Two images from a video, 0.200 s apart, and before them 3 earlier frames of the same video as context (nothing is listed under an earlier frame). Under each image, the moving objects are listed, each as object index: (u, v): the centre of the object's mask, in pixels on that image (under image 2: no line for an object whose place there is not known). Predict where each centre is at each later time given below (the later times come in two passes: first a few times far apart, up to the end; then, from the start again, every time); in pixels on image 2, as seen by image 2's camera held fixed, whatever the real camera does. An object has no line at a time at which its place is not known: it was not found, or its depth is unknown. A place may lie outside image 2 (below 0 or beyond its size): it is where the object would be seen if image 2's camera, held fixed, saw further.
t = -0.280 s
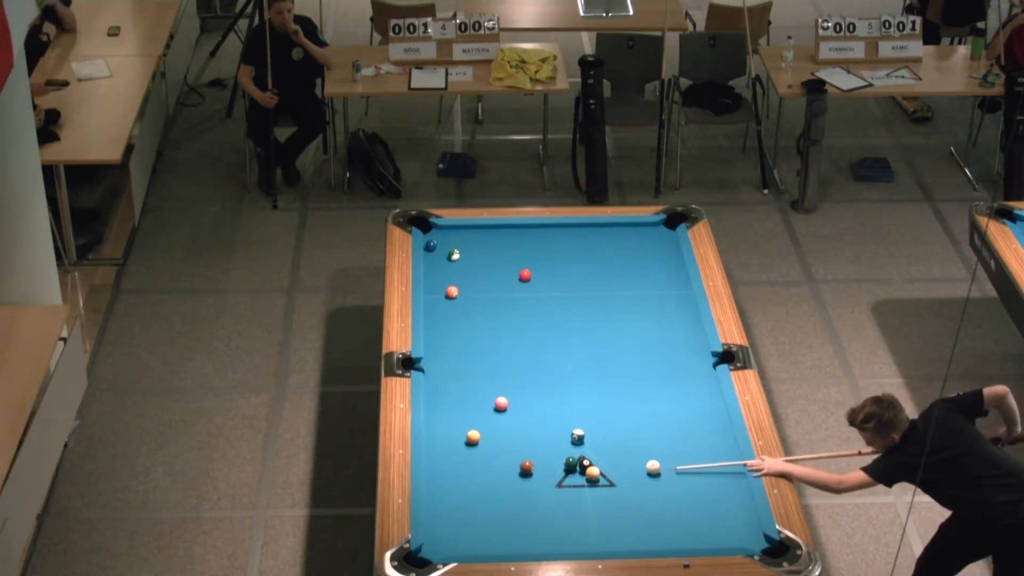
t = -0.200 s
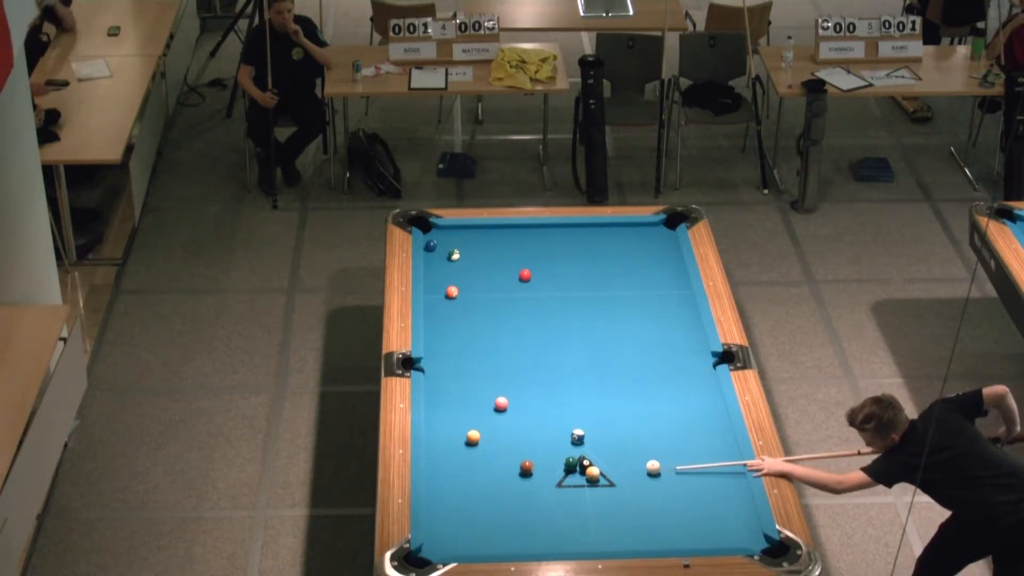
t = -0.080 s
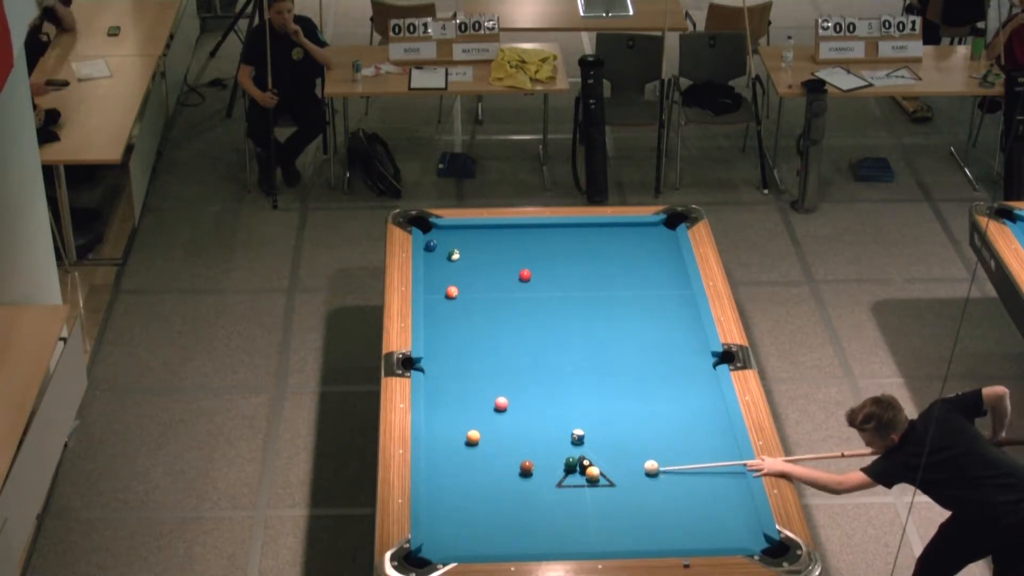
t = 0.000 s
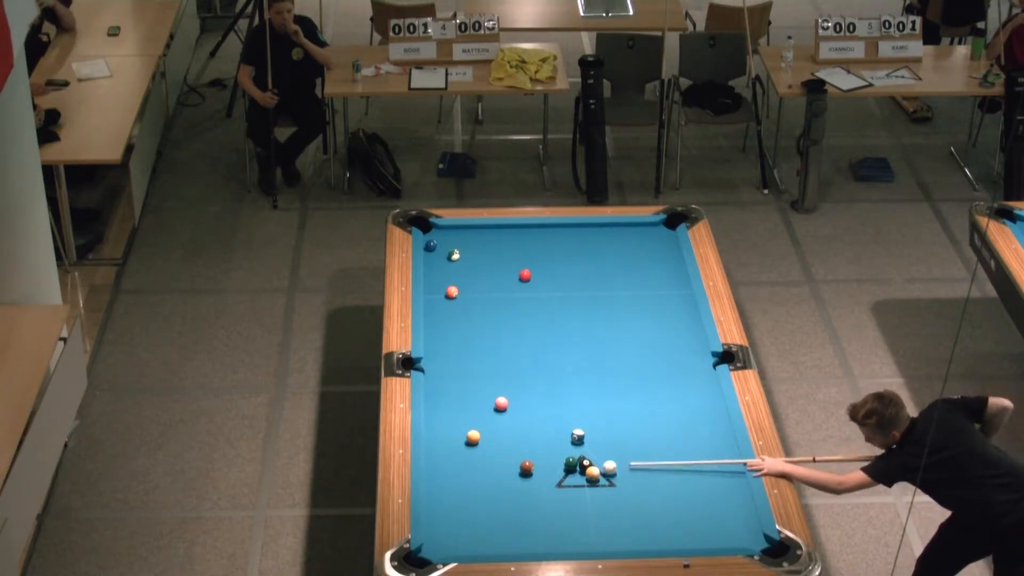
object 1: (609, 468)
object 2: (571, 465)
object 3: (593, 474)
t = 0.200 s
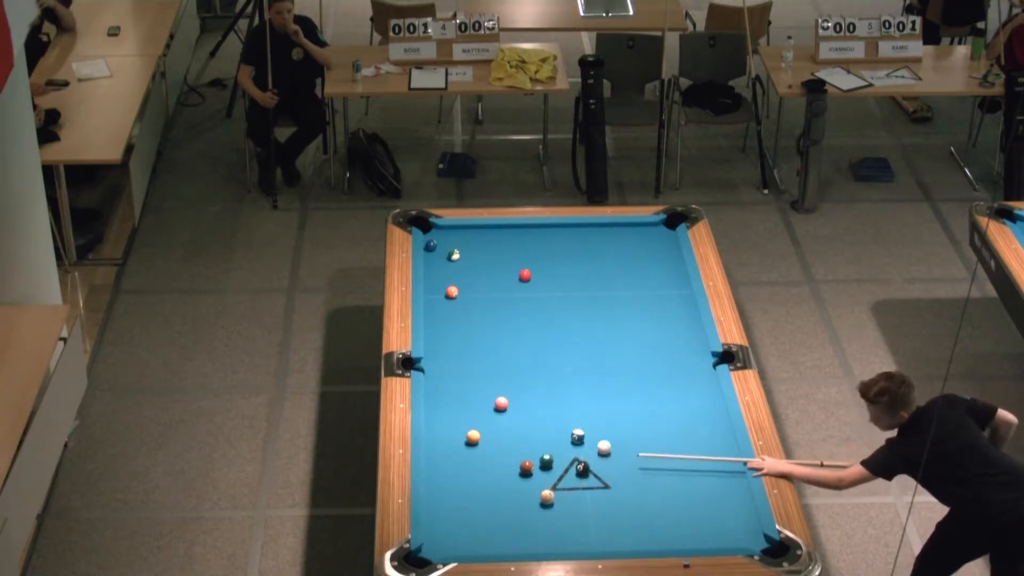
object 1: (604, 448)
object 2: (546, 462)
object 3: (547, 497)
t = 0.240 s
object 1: (606, 445)
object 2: (542, 461)
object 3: (539, 502)
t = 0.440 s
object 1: (619, 429)
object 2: (517, 458)
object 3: (496, 524)
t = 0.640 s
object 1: (631, 413)
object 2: (494, 456)
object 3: (452, 547)
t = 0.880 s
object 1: (644, 396)
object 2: (467, 453)
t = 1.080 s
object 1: (654, 382)
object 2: (446, 451)
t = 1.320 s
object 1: (666, 367)
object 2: (435, 448)
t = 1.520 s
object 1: (676, 355)
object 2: (445, 447)
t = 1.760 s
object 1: (686, 342)
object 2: (456, 445)
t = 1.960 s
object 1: (694, 331)
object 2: (464, 445)
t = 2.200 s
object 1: (691, 322)
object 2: (468, 446)
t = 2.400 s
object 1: (685, 314)
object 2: (471, 446)
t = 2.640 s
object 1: (678, 306)
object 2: (475, 446)
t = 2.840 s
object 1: (672, 300)
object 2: (476, 447)
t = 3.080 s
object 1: (667, 293)
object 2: (477, 447)
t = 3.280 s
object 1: (662, 288)
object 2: (477, 448)
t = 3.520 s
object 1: (657, 282)
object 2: (478, 448)
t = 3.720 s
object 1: (653, 278)
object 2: (478, 448)
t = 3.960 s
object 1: (650, 273)
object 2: (478, 448)
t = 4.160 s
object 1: (647, 270)
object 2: (478, 448)
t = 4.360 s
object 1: (644, 266)
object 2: (478, 448)
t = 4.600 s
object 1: (641, 263)
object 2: (478, 448)
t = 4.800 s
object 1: (639, 261)
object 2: (478, 448)
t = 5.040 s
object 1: (638, 258)
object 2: (478, 448)
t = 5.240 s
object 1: (636, 256)
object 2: (478, 448)
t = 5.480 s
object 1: (635, 255)
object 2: (478, 448)
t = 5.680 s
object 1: (634, 254)
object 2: (478, 448)
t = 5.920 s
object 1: (634, 253)
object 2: (478, 448)
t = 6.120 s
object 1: (634, 253)
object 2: (478, 448)
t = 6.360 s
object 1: (634, 253)
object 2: (478, 448)
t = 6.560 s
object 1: (634, 253)
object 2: (478, 448)
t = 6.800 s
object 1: (634, 253)
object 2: (478, 448)
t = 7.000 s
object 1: (634, 252)
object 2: (478, 448)
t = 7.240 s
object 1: (634, 252)
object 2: (478, 448)
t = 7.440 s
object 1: (634, 252)
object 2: (478, 448)
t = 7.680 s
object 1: (634, 252)
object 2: (478, 448)
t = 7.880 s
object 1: (634, 252)
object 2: (478, 448)
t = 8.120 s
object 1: (634, 252)
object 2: (478, 448)
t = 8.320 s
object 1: (634, 252)
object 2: (478, 448)
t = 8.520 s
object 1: (634, 252)
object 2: (478, 447)
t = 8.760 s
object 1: (634, 252)
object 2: (478, 447)
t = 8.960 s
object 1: (634, 252)
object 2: (478, 447)
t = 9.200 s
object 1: (634, 252)
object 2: (478, 447)
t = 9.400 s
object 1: (634, 253)
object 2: (478, 447)
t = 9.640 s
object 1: (634, 253)
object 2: (478, 447)
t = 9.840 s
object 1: (634, 253)
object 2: (478, 447)
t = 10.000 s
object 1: (634, 252)
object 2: (478, 447)
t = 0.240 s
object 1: (606, 445)
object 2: (542, 461)
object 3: (539, 502)
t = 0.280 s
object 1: (609, 441)
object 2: (537, 460)
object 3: (530, 507)
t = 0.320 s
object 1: (611, 438)
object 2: (533, 458)
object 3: (521, 511)
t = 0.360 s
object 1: (614, 435)
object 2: (527, 457)
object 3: (513, 515)
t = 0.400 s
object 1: (616, 432)
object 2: (521, 457)
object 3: (504, 520)
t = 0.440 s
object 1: (619, 429)
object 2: (517, 458)
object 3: (496, 524)
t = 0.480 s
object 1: (621, 425)
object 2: (512, 458)
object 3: (487, 529)
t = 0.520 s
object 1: (623, 422)
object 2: (508, 458)
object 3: (478, 533)
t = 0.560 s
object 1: (626, 419)
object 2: (503, 457)
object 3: (470, 538)
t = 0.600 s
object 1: (628, 416)
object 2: (499, 456)
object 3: (461, 542)
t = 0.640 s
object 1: (631, 413)
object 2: (494, 456)
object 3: (452, 547)
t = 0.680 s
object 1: (633, 410)
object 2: (489, 455)
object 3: (443, 550)
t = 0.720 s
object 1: (635, 407)
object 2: (485, 455)
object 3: (434, 555)
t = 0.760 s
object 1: (637, 404)
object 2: (480, 454)
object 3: (425, 561)
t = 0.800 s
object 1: (639, 401)
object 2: (476, 454)
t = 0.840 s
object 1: (641, 398)
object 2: (472, 454)
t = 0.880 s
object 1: (644, 396)
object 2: (467, 453)
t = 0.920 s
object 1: (646, 393)
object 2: (463, 453)
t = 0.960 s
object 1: (648, 390)
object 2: (459, 452)
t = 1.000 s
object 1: (650, 387)
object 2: (454, 452)
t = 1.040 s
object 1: (652, 385)
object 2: (450, 452)
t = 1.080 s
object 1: (654, 382)
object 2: (446, 451)
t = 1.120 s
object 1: (656, 380)
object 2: (443, 450)
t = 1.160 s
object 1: (658, 377)
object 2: (438, 450)
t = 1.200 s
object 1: (660, 375)
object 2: (434, 450)
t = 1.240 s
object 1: (662, 372)
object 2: (431, 449)
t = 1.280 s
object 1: (664, 369)
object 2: (432, 449)
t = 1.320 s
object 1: (666, 367)
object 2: (435, 448)
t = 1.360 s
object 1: (668, 365)
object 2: (437, 448)
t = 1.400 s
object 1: (670, 362)
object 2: (439, 448)
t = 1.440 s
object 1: (672, 360)
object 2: (441, 447)
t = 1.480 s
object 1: (674, 357)
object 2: (443, 447)
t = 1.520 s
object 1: (676, 355)
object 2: (445, 447)
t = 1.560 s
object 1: (677, 353)
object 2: (447, 446)
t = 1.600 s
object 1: (679, 351)
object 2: (449, 446)
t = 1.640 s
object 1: (681, 348)
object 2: (451, 446)
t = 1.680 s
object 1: (683, 346)
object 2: (453, 446)
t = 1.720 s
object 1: (685, 344)
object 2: (455, 445)
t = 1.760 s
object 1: (686, 342)
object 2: (456, 445)
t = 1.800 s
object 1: (688, 340)
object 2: (458, 445)
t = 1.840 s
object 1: (689, 338)
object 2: (460, 445)
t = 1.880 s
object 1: (691, 335)
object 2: (461, 444)
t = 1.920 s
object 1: (693, 333)
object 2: (463, 445)
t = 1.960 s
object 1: (694, 331)
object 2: (464, 445)
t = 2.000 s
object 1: (696, 329)
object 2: (464, 445)
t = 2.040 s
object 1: (697, 328)
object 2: (465, 445)
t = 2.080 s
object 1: (695, 326)
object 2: (466, 445)
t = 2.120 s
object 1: (694, 324)
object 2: (467, 446)
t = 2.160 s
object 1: (692, 323)
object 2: (468, 446)
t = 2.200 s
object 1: (691, 322)
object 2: (468, 446)
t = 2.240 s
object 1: (690, 320)
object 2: (469, 446)
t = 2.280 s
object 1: (689, 319)
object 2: (470, 446)
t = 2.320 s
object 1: (688, 317)
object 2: (470, 446)
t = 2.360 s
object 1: (686, 316)
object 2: (471, 446)
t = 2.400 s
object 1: (685, 314)
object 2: (471, 446)
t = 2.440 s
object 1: (684, 313)
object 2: (472, 446)
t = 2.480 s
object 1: (683, 312)
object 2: (473, 446)
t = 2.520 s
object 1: (681, 310)
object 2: (473, 446)
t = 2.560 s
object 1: (680, 309)
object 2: (474, 446)
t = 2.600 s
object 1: (679, 308)
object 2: (474, 446)
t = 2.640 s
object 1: (678, 306)
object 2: (475, 446)
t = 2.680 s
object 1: (677, 305)
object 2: (475, 446)
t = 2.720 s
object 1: (676, 304)
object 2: (475, 447)
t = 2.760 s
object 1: (675, 303)
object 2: (475, 447)
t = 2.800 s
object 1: (673, 301)
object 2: (476, 447)
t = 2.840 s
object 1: (672, 300)
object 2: (476, 447)
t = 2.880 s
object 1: (671, 299)
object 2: (476, 447)
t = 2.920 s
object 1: (670, 298)
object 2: (477, 447)
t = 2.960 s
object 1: (669, 297)
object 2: (477, 447)
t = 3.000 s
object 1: (668, 295)
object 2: (477, 447)
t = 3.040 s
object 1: (667, 294)
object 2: (477, 447)
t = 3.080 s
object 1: (667, 293)
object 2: (477, 447)
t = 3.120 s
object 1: (666, 292)
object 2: (477, 448)
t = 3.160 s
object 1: (665, 291)
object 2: (477, 448)
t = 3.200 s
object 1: (664, 290)
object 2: (477, 448)
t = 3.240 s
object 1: (663, 289)
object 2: (477, 448)
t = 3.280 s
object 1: (662, 288)
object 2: (477, 448)
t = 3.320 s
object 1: (661, 287)
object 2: (477, 448)
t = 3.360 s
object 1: (660, 286)
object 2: (477, 448)
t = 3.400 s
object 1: (659, 285)
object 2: (477, 448)
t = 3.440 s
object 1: (659, 284)
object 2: (478, 448)
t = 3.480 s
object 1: (658, 283)
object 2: (478, 448)
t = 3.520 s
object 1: (657, 282)
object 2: (478, 448)
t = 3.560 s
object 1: (656, 281)
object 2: (478, 448)
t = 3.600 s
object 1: (656, 280)
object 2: (478, 448)
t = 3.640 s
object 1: (655, 280)
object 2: (478, 448)
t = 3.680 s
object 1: (654, 279)
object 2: (478, 448)
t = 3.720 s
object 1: (653, 278)
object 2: (478, 448)
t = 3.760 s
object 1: (653, 277)
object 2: (478, 448)
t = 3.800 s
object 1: (652, 276)
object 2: (478, 448)
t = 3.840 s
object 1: (652, 275)
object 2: (478, 448)
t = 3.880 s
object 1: (651, 275)
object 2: (478, 448)
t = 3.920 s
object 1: (650, 274)
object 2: (478, 448)
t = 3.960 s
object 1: (650, 273)
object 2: (478, 448)
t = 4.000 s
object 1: (649, 272)
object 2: (478, 448)
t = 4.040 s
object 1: (648, 272)
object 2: (478, 448)
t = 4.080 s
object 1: (648, 271)
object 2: (478, 448)
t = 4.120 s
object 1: (647, 270)
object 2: (478, 448)
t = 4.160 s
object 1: (647, 270)
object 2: (478, 448)
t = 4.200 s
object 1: (646, 269)
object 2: (478, 448)
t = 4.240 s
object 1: (646, 268)
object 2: (478, 448)
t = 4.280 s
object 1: (645, 268)
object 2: (478, 448)
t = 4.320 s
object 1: (645, 267)
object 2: (478, 448)
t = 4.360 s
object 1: (644, 266)
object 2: (478, 448)
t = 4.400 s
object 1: (644, 266)
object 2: (478, 448)
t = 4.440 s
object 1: (643, 265)
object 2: (478, 448)
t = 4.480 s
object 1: (643, 265)
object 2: (478, 448)
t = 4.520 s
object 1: (642, 264)
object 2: (478, 448)
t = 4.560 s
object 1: (642, 264)
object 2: (478, 448)
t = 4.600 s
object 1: (641, 263)
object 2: (478, 448)
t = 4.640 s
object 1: (641, 263)
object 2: (478, 448)
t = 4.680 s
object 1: (641, 262)
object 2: (478, 448)
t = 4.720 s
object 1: (640, 262)
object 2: (478, 448)
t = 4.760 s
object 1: (640, 261)
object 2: (478, 448)
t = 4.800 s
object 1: (639, 261)
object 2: (478, 448)
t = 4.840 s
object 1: (639, 260)
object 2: (478, 448)
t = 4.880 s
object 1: (638, 260)
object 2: (478, 448)
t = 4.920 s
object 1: (638, 260)
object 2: (478, 448)
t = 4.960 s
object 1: (638, 259)
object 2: (478, 448)
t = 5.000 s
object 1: (638, 259)
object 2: (478, 448)
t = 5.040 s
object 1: (638, 258)
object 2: (478, 448)
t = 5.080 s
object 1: (637, 258)
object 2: (478, 448)
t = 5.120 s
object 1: (637, 257)
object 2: (478, 448)
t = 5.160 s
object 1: (636, 257)
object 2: (478, 448)
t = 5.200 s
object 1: (636, 257)
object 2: (478, 448)
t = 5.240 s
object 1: (636, 256)
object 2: (478, 448)
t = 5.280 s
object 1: (636, 256)
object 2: (478, 448)
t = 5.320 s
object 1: (636, 256)
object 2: (478, 448)
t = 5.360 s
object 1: (635, 256)
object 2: (478, 448)
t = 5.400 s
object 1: (635, 255)
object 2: (478, 448)
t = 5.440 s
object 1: (635, 255)
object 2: (478, 448)
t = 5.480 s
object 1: (635, 255)
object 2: (478, 448)
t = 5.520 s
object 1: (635, 255)
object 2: (478, 448)
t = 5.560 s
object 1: (635, 254)
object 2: (478, 448)
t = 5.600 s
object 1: (634, 254)
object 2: (478, 448)
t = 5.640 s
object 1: (634, 254)
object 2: (478, 448)
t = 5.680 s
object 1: (634, 254)
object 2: (478, 448)
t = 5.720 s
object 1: (634, 254)
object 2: (478, 448)
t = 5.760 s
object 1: (634, 254)
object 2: (478, 448)
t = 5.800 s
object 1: (634, 253)
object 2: (478, 448)
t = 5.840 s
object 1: (634, 253)
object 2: (478, 448)
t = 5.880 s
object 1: (634, 253)
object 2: (478, 448)
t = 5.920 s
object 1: (634, 253)
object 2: (478, 448)
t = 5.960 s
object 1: (634, 253)
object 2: (478, 448)
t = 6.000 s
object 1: (634, 253)
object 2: (478, 448)
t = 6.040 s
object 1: (634, 253)
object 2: (478, 448)
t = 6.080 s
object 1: (634, 253)
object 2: (478, 448)
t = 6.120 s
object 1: (634, 253)
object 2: (478, 448)
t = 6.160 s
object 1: (634, 253)
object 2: (478, 448)
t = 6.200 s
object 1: (634, 253)
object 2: (478, 448)
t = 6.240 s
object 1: (634, 253)
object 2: (478, 448)
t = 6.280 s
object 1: (634, 253)
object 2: (478, 448)
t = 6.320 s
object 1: (634, 253)
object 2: (478, 448)
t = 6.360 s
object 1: (634, 253)
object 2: (478, 448)
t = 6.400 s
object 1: (634, 253)
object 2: (478, 448)
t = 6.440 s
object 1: (634, 253)
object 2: (478, 448)
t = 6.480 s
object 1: (634, 253)
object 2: (478, 448)
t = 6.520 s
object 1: (634, 253)
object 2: (478, 448)
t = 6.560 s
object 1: (634, 253)
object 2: (478, 448)
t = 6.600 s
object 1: (634, 253)
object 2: (478, 448)
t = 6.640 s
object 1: (634, 253)
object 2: (478, 448)
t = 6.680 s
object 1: (634, 253)
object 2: (478, 448)
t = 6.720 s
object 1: (634, 253)
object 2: (478, 448)
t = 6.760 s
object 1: (634, 253)
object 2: (478, 448)
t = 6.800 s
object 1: (634, 253)
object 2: (478, 448)
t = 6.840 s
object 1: (634, 253)
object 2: (478, 448)
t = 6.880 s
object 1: (634, 253)
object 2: (478, 448)
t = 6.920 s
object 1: (634, 253)
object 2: (478, 448)
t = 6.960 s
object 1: (634, 253)
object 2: (478, 448)
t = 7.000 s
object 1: (634, 252)
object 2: (478, 448)
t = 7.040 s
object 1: (634, 252)
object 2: (478, 448)
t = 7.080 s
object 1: (634, 252)
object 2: (478, 448)
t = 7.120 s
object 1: (634, 252)
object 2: (478, 448)
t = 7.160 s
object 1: (634, 252)
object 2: (478, 448)
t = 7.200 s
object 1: (634, 252)
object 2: (478, 448)
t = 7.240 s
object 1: (634, 252)
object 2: (478, 448)
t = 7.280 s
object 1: (634, 252)
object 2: (478, 448)
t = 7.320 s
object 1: (634, 252)
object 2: (478, 448)
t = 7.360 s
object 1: (634, 252)
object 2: (478, 448)
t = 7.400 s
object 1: (634, 252)
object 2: (478, 448)
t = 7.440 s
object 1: (634, 252)
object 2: (478, 448)
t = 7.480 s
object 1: (634, 252)
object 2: (478, 448)
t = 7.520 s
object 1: (634, 253)
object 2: (478, 448)
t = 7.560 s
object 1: (634, 253)
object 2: (478, 448)
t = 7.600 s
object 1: (634, 253)
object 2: (478, 448)
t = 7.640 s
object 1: (634, 253)
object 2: (478, 448)
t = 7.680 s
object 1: (634, 252)
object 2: (478, 448)
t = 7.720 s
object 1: (634, 252)
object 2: (478, 448)
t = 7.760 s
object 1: (634, 252)
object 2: (478, 448)
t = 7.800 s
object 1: (634, 252)
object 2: (478, 448)
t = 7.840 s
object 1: (634, 252)
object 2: (478, 448)
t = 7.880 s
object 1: (634, 252)
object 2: (478, 448)
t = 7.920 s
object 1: (634, 252)
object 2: (478, 448)
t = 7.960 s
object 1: (634, 252)
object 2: (478, 448)
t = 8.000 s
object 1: (634, 252)
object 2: (478, 448)
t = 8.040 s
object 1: (634, 252)
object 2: (478, 448)
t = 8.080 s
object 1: (634, 252)
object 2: (478, 448)
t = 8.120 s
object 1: (634, 252)
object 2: (478, 448)
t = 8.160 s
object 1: (634, 252)
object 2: (478, 448)
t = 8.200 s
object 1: (634, 253)
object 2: (478, 448)
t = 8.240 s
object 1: (634, 252)
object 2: (478, 448)
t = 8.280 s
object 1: (634, 252)
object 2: (478, 448)
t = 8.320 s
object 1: (634, 252)
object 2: (478, 448)
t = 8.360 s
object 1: (634, 252)
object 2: (478, 448)
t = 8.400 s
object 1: (634, 252)
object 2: (478, 448)
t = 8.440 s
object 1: (634, 252)
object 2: (478, 448)
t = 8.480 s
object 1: (634, 252)
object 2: (478, 448)
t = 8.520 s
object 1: (634, 252)
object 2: (478, 447)
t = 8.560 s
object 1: (634, 252)
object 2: (478, 447)
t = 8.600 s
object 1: (634, 252)
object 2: (478, 447)
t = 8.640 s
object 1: (634, 252)
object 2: (478, 447)
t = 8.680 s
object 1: (634, 252)
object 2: (478, 447)
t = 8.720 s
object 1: (634, 252)
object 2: (478, 447)
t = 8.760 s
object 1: (634, 252)
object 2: (478, 447)
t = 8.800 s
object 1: (634, 252)
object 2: (478, 447)
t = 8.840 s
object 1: (634, 252)
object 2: (478, 447)
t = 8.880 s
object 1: (634, 252)
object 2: (478, 447)
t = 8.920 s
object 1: (634, 252)
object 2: (478, 447)
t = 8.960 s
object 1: (634, 252)
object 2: (478, 447)
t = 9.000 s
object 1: (634, 252)
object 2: (478, 447)
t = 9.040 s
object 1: (634, 252)
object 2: (478, 447)
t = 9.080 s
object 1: (634, 252)
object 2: (478, 447)
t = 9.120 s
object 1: (634, 252)
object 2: (478, 447)
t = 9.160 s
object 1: (634, 252)
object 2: (478, 447)
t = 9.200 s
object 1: (634, 252)
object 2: (478, 447)
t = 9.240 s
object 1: (634, 253)
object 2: (478, 447)
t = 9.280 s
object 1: (634, 253)
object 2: (478, 447)
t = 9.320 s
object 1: (634, 253)
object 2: (478, 447)
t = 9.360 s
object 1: (634, 253)
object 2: (478, 447)
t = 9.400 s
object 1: (634, 253)
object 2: (478, 447)
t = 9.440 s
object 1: (634, 253)
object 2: (478, 447)
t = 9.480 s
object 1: (634, 253)
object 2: (478, 447)
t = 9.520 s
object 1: (634, 253)
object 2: (478, 447)
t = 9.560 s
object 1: (634, 253)
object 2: (478, 447)
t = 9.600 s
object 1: (634, 252)
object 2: (478, 447)
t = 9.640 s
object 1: (634, 253)
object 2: (478, 447)
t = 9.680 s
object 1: (634, 252)
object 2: (478, 447)
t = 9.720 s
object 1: (634, 252)
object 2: (478, 447)
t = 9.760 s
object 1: (634, 252)
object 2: (478, 447)
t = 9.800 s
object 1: (634, 253)
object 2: (478, 447)
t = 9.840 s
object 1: (634, 253)
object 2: (478, 447)
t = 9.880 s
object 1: (634, 253)
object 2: (478, 447)
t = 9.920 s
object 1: (634, 252)
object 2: (478, 447)
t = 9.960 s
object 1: (634, 252)
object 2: (478, 447)
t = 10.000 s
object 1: (634, 252)
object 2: (478, 447)
